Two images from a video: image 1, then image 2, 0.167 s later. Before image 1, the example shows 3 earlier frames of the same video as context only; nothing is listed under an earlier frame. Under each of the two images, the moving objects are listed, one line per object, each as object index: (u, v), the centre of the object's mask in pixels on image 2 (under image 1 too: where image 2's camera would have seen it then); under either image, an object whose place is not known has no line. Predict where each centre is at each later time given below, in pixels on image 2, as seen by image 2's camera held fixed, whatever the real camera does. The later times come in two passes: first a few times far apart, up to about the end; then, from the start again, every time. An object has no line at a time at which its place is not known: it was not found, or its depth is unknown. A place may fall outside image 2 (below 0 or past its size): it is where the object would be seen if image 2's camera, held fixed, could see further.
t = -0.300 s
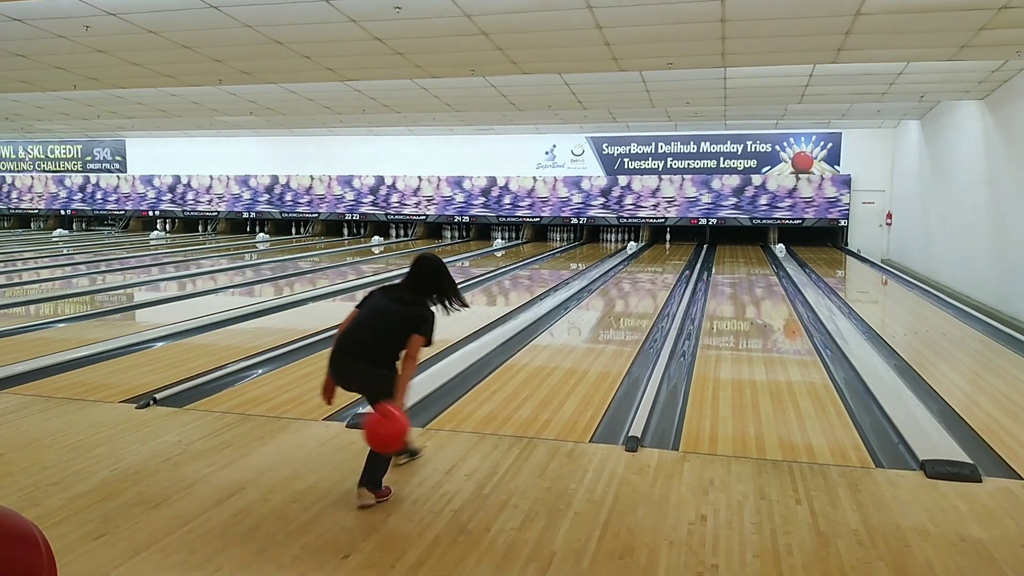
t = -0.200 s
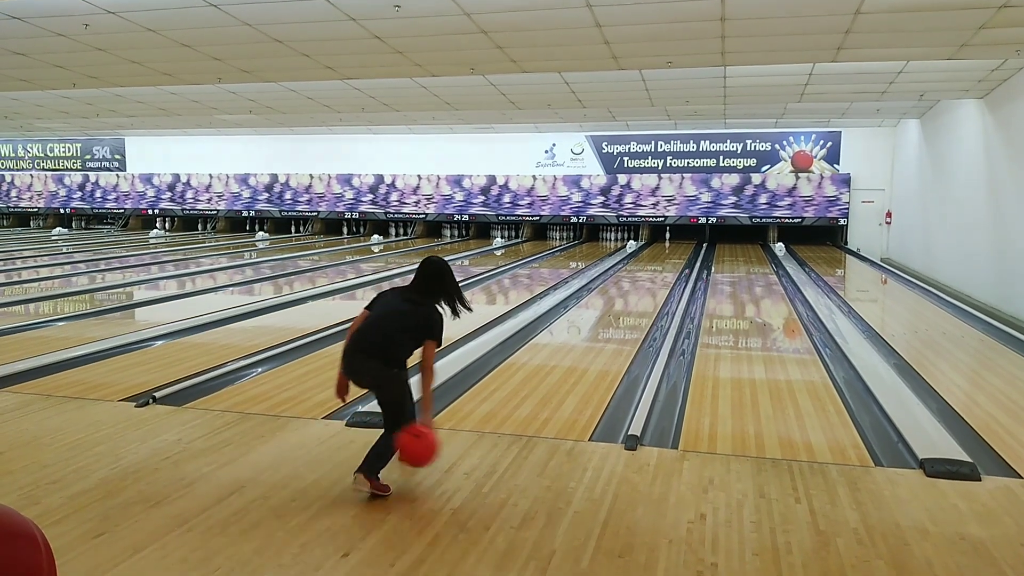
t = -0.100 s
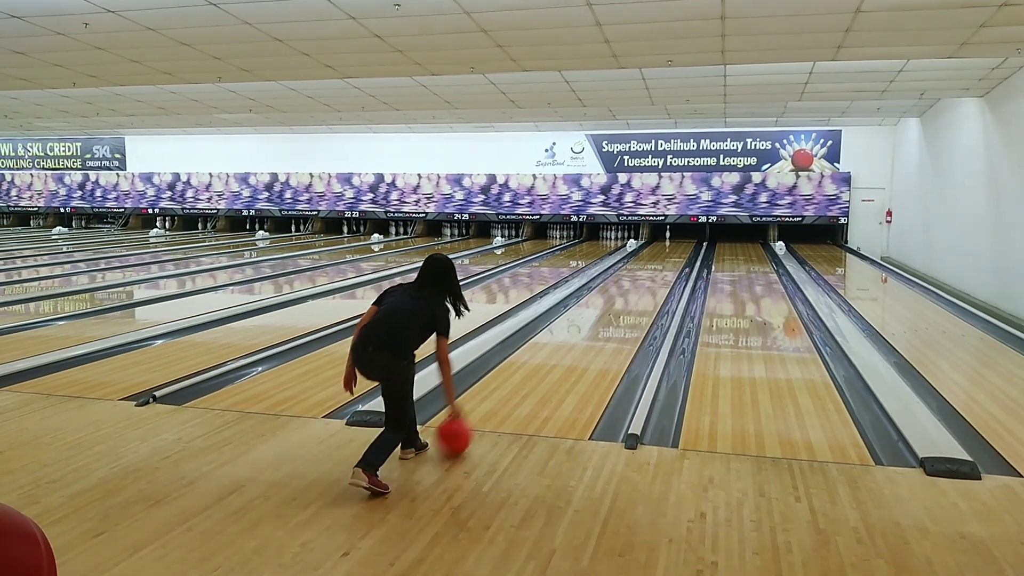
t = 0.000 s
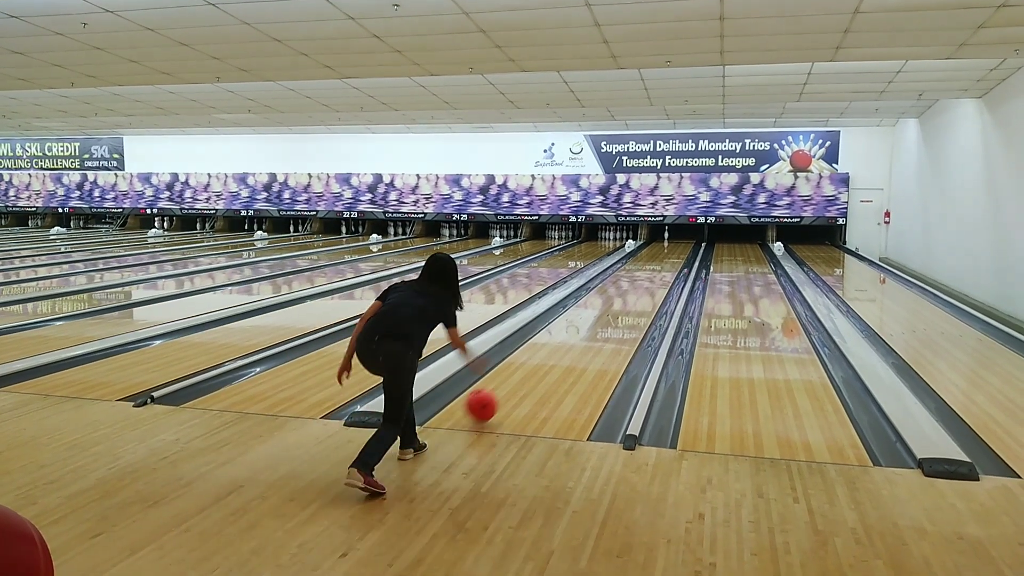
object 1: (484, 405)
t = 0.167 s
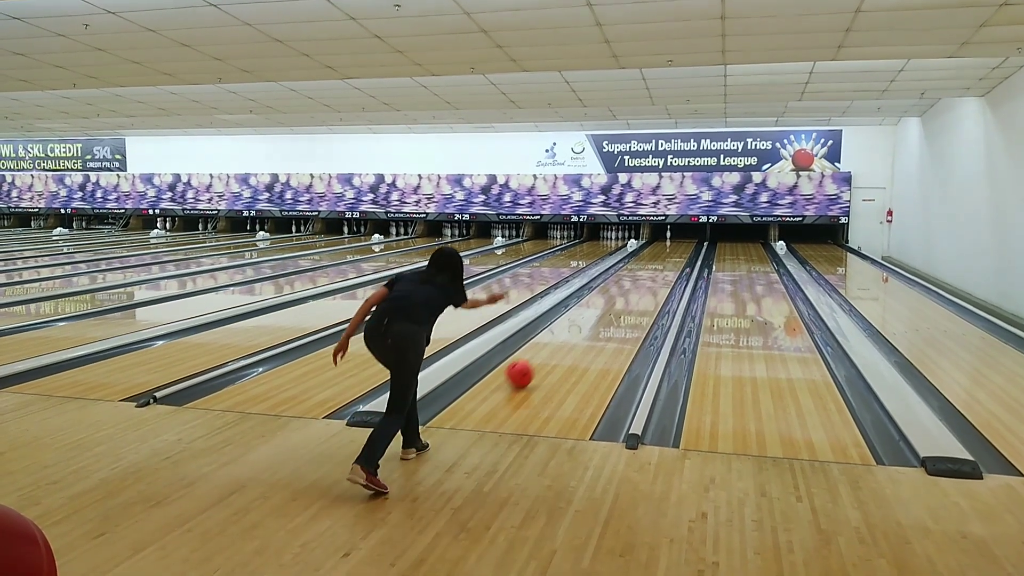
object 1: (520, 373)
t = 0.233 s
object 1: (531, 363)
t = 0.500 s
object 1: (565, 330)
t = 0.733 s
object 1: (586, 310)
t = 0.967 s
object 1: (602, 295)
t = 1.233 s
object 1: (616, 282)
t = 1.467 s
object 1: (626, 273)
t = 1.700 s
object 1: (634, 265)
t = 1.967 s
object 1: (640, 258)
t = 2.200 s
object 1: (646, 254)
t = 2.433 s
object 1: (650, 249)
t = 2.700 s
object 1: (653, 245)
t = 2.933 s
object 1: (655, 242)
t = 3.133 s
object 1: (657, 240)
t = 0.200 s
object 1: (526, 368)
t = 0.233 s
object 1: (531, 363)
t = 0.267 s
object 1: (536, 358)
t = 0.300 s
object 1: (541, 353)
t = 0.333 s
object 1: (545, 349)
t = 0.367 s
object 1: (550, 344)
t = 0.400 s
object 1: (554, 341)
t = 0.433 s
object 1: (558, 337)
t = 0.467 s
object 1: (562, 334)
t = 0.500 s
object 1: (565, 330)
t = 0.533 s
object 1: (569, 327)
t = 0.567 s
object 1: (572, 324)
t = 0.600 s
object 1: (575, 321)
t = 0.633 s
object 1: (578, 318)
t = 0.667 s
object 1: (581, 315)
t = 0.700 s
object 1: (584, 313)
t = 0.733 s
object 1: (586, 310)
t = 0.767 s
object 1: (589, 308)
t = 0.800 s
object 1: (592, 306)
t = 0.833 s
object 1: (594, 303)
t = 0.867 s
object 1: (596, 301)
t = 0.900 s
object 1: (599, 299)
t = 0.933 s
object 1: (600, 297)
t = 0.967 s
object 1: (602, 295)
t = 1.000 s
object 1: (604, 293)
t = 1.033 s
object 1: (606, 292)
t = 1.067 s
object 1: (608, 290)
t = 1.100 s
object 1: (610, 288)
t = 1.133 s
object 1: (611, 287)
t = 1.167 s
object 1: (613, 285)
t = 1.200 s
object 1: (615, 283)
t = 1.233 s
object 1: (616, 282)
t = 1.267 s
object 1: (618, 281)
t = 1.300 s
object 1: (619, 279)
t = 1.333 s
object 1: (620, 278)
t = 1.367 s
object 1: (622, 277)
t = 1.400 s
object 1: (623, 275)
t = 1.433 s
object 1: (625, 274)
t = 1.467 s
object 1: (626, 273)
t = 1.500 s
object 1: (627, 272)
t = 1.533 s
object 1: (628, 270)
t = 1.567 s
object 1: (629, 269)
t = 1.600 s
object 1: (630, 268)
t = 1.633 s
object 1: (631, 267)
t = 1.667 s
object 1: (632, 266)
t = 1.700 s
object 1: (634, 265)
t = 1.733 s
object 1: (634, 264)
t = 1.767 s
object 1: (635, 263)
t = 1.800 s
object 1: (637, 262)
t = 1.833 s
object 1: (637, 261)
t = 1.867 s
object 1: (638, 261)
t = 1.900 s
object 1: (639, 260)
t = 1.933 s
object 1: (640, 259)
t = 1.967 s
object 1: (640, 258)
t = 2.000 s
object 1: (641, 258)
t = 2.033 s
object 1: (642, 257)
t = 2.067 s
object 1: (643, 256)
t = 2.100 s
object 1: (644, 256)
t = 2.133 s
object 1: (645, 255)
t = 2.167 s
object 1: (645, 254)
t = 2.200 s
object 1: (646, 254)
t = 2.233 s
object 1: (646, 253)
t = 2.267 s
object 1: (647, 252)
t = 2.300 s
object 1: (647, 252)
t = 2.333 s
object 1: (648, 251)
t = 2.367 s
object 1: (649, 250)
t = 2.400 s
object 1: (649, 249)
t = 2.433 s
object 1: (650, 249)
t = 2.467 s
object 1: (650, 248)
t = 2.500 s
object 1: (651, 248)
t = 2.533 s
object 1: (651, 247)
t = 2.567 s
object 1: (652, 247)
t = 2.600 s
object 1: (652, 246)
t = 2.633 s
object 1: (653, 246)
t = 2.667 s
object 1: (653, 245)
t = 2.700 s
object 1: (653, 245)
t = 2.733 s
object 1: (654, 244)
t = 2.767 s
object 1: (654, 244)
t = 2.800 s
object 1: (654, 244)
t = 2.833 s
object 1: (655, 243)
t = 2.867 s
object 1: (655, 243)
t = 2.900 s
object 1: (655, 243)
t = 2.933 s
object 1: (655, 242)
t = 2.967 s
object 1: (656, 242)
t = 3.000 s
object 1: (656, 242)
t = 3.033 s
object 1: (656, 241)
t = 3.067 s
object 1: (657, 241)
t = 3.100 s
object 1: (657, 241)
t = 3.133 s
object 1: (657, 240)
